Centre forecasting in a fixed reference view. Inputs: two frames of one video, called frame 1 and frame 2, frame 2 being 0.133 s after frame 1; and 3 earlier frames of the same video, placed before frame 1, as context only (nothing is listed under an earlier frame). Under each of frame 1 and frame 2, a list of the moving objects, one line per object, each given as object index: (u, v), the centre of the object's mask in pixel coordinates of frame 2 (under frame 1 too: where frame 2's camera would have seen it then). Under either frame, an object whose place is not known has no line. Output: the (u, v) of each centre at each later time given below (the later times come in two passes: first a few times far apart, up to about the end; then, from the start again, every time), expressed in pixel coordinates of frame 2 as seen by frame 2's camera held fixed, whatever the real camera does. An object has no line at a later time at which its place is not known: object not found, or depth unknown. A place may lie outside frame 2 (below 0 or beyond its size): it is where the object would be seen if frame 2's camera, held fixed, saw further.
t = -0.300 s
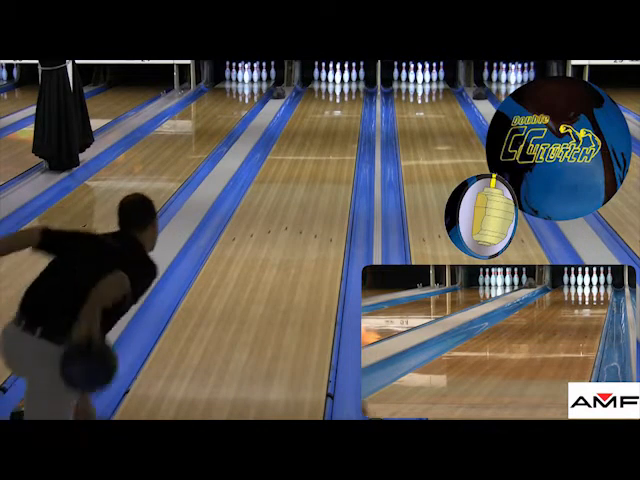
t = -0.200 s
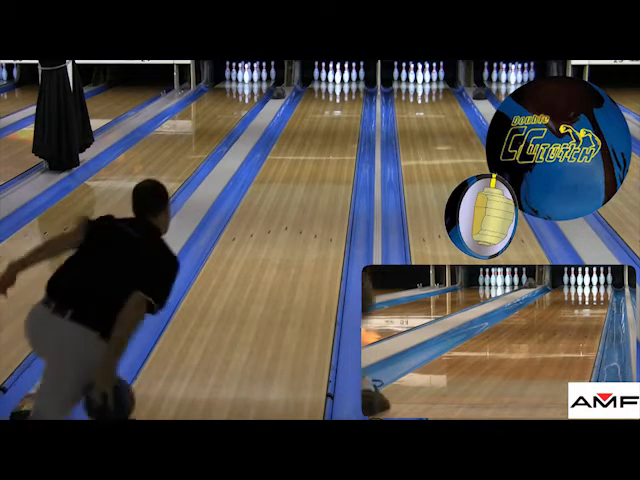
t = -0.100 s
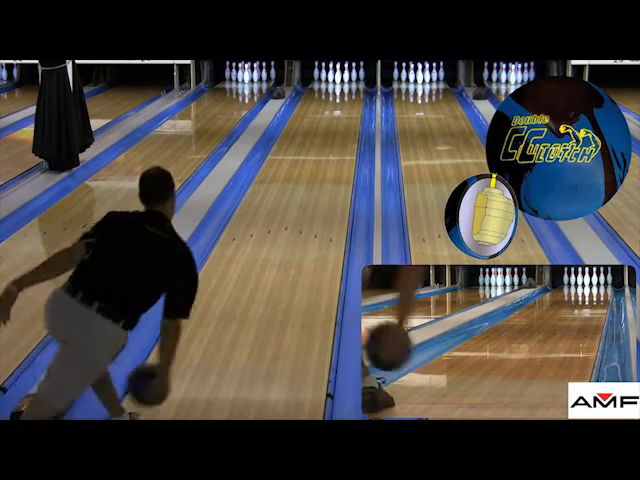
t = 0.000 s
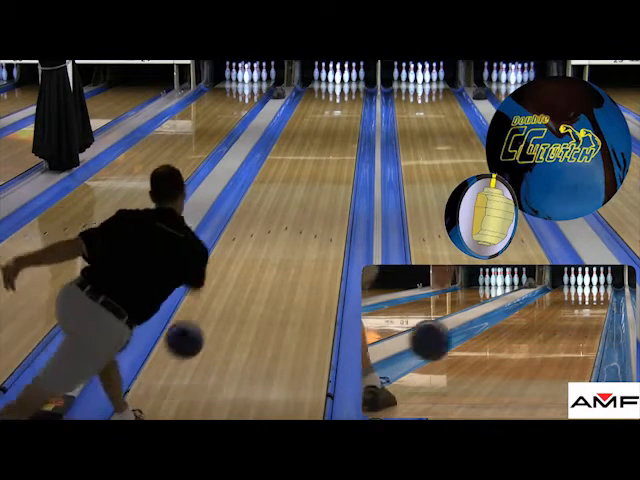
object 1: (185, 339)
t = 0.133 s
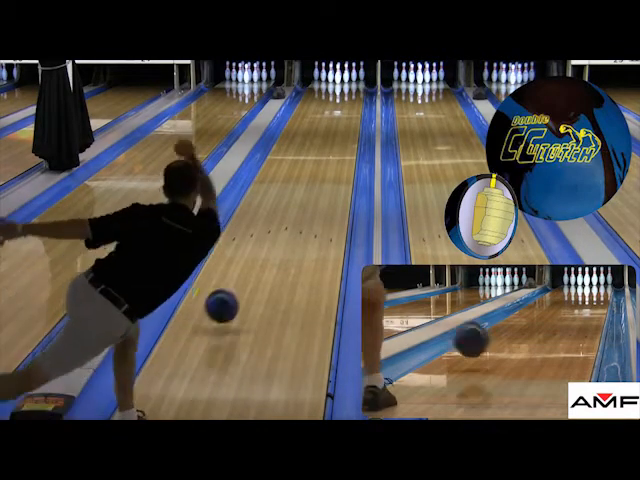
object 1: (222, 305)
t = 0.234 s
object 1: (243, 282)
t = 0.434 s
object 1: (277, 237)
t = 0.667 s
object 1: (305, 197)
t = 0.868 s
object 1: (322, 171)
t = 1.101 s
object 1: (337, 147)
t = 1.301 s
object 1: (347, 131)
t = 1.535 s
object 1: (354, 115)
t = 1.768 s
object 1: (357, 103)
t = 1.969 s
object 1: (356, 95)
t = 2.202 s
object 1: (353, 88)
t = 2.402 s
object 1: (344, 80)
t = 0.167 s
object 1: (229, 303)
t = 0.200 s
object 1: (237, 293)
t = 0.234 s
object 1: (243, 282)
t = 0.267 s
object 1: (250, 273)
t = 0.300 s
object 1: (256, 267)
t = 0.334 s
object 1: (262, 259)
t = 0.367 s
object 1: (267, 252)
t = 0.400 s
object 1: (272, 244)
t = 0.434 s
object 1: (277, 237)
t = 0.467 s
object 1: (282, 231)
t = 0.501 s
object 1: (286, 224)
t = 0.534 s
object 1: (290, 218)
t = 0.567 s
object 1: (294, 213)
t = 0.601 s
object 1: (298, 207)
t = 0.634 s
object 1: (301, 202)
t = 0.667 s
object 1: (305, 197)
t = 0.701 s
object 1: (308, 192)
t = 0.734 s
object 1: (311, 188)
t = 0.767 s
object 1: (314, 183)
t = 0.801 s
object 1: (317, 179)
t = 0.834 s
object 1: (319, 175)
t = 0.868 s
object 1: (322, 171)
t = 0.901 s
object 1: (325, 167)
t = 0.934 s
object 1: (327, 164)
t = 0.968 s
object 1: (330, 160)
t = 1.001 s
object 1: (332, 157)
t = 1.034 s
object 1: (334, 154)
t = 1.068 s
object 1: (336, 150)
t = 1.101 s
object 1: (337, 147)
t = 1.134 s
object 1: (339, 144)
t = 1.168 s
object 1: (341, 142)
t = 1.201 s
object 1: (343, 139)
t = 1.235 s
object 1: (344, 136)
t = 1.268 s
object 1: (345, 133)
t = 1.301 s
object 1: (347, 131)
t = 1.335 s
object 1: (348, 129)
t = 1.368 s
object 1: (349, 126)
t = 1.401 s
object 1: (350, 124)
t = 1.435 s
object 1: (351, 122)
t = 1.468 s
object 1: (352, 120)
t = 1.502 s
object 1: (353, 118)
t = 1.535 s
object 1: (354, 115)
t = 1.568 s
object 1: (354, 113)
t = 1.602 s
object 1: (355, 111)
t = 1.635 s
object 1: (355, 110)
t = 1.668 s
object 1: (356, 109)
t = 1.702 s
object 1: (356, 107)
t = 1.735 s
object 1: (357, 106)
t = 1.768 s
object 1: (357, 103)
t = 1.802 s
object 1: (357, 101)
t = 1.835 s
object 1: (357, 100)
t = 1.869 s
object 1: (356, 98)
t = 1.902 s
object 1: (356, 98)
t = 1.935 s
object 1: (356, 97)
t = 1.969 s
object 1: (356, 95)
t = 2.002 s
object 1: (356, 93)
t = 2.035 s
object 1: (356, 91)
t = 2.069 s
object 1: (355, 91)
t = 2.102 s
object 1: (355, 91)
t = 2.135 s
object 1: (354, 90)
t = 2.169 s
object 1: (354, 89)
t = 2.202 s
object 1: (353, 88)
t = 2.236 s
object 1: (350, 86)
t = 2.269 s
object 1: (348, 84)
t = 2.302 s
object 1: (347, 83)
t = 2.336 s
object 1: (347, 82)
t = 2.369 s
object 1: (346, 81)
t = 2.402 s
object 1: (344, 80)
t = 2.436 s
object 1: (343, 80)
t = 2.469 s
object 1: (342, 78)
